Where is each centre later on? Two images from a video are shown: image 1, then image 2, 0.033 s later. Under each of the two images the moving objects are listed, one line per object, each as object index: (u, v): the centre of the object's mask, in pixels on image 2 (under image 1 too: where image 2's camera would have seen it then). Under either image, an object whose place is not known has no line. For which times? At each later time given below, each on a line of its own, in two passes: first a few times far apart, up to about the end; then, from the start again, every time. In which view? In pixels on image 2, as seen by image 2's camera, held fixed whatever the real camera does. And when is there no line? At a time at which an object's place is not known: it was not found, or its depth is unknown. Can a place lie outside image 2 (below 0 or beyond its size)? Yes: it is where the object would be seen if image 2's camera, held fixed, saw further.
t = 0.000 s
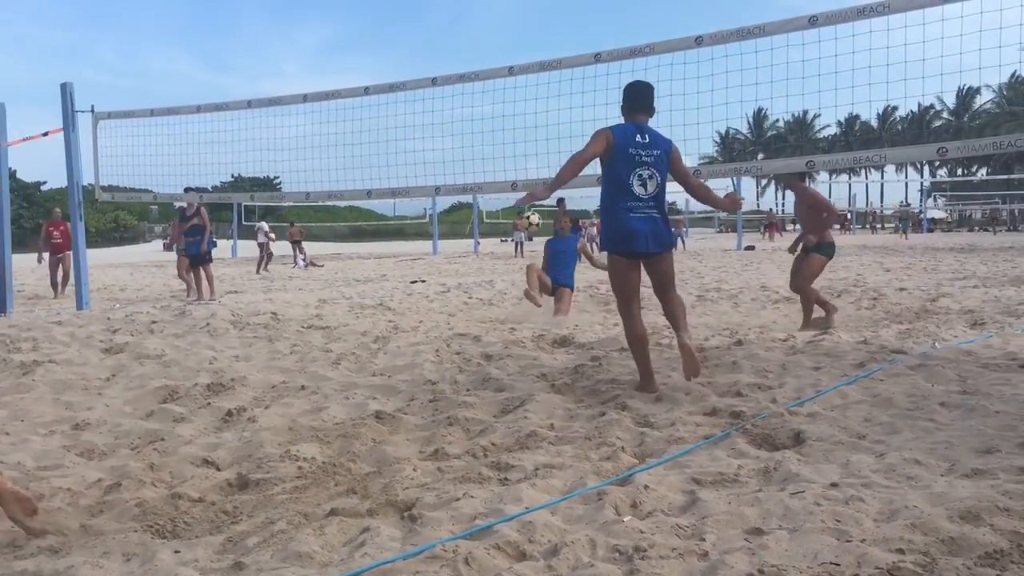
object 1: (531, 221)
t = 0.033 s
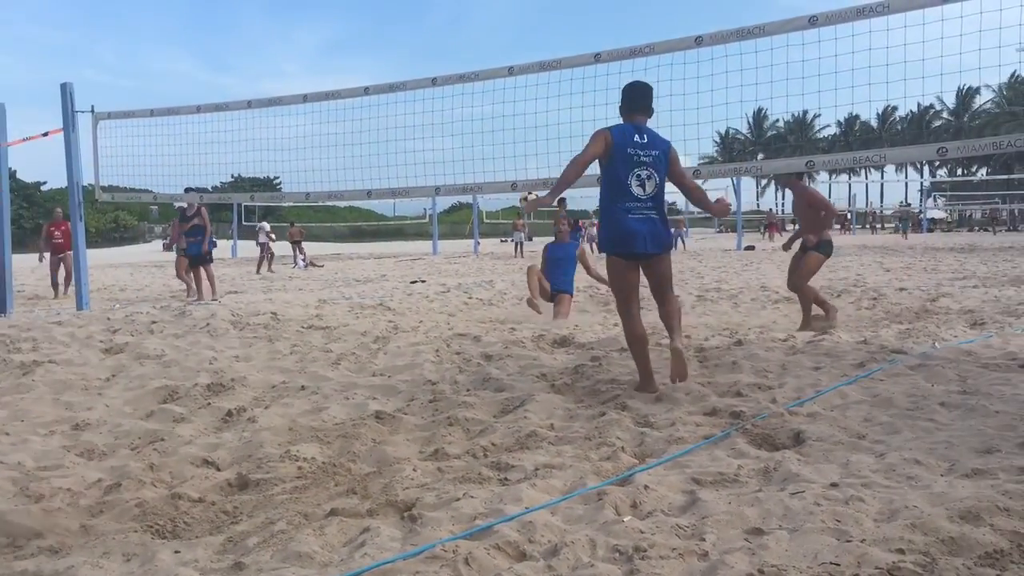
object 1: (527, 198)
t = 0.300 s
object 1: (525, 77)
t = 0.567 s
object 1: (520, 8)
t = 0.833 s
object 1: (517, 16)
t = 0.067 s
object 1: (528, 175)
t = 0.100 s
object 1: (528, 162)
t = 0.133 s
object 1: (528, 143)
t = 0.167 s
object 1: (527, 127)
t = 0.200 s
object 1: (526, 111)
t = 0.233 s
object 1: (525, 96)
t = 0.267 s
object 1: (525, 83)
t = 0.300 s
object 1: (525, 77)
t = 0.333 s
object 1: (524, 56)
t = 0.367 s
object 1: (523, 48)
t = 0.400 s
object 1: (522, 38)
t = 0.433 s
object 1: (522, 30)
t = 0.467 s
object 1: (522, 23)
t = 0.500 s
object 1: (521, 16)
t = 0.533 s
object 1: (520, 11)
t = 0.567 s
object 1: (520, 8)
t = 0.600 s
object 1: (519, 6)
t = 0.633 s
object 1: (519, 5)
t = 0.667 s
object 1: (519, 4)
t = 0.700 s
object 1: (519, 4)
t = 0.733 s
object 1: (519, 5)
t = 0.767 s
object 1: (518, 7)
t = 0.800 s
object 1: (518, 11)
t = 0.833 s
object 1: (517, 16)
